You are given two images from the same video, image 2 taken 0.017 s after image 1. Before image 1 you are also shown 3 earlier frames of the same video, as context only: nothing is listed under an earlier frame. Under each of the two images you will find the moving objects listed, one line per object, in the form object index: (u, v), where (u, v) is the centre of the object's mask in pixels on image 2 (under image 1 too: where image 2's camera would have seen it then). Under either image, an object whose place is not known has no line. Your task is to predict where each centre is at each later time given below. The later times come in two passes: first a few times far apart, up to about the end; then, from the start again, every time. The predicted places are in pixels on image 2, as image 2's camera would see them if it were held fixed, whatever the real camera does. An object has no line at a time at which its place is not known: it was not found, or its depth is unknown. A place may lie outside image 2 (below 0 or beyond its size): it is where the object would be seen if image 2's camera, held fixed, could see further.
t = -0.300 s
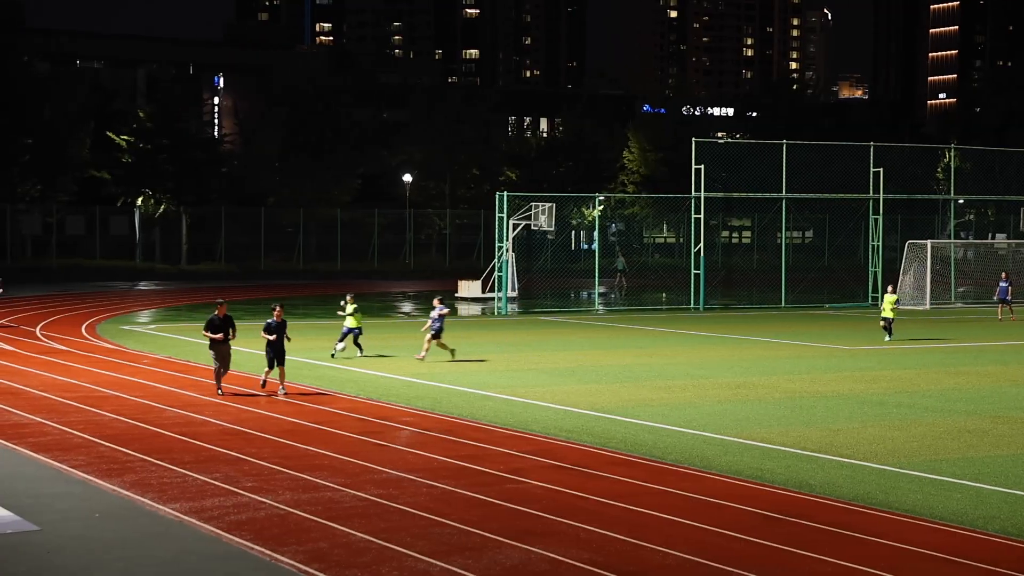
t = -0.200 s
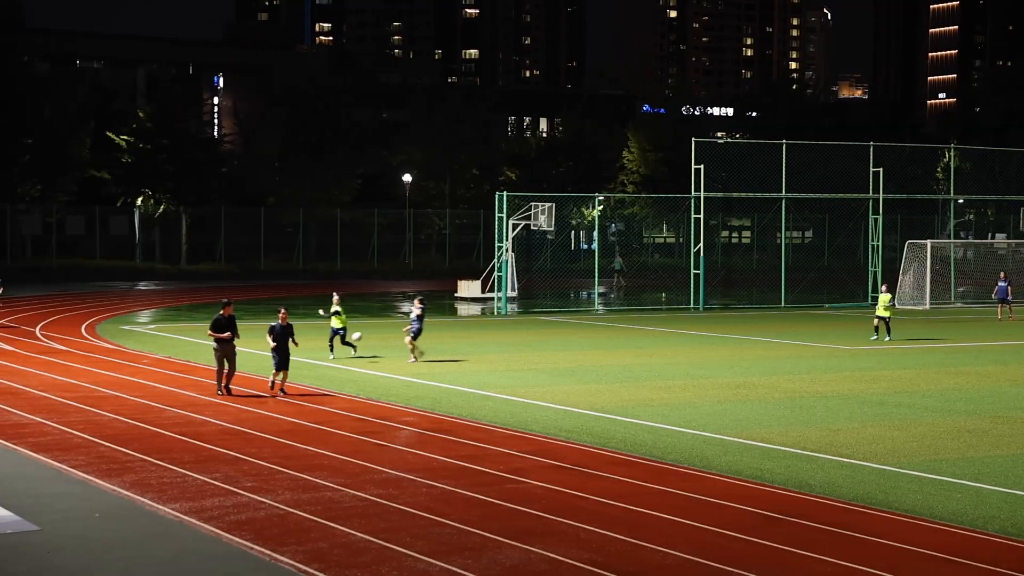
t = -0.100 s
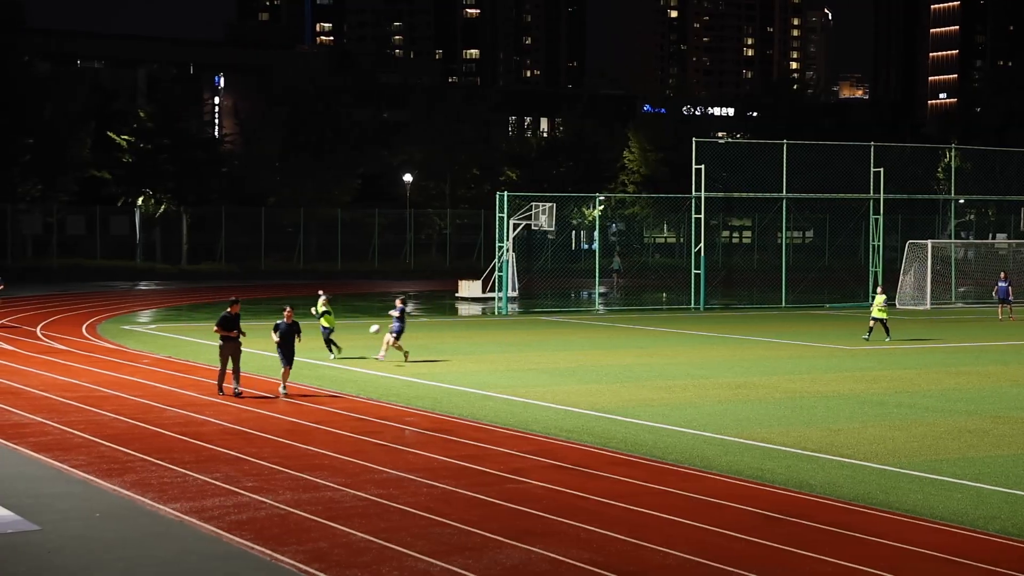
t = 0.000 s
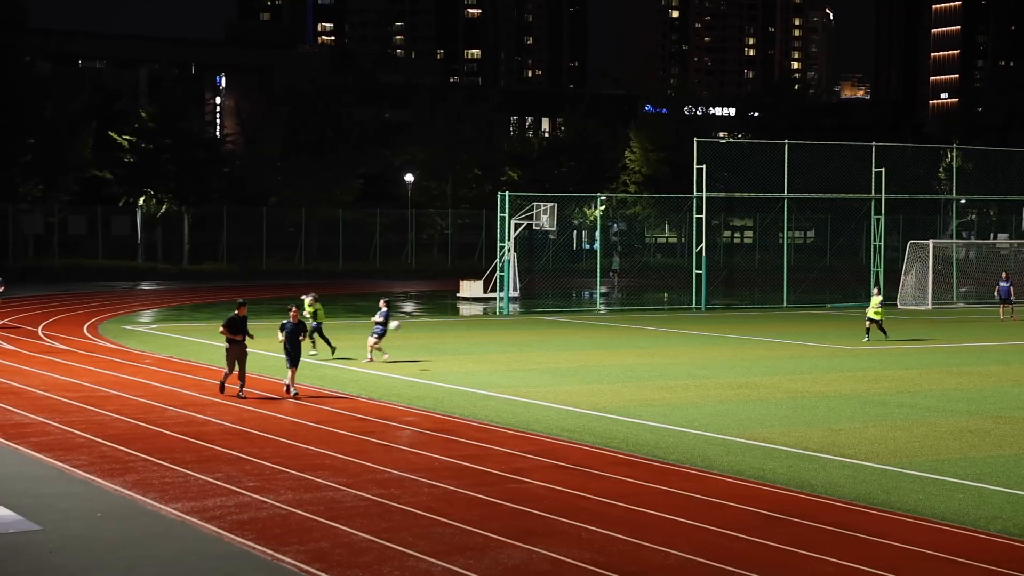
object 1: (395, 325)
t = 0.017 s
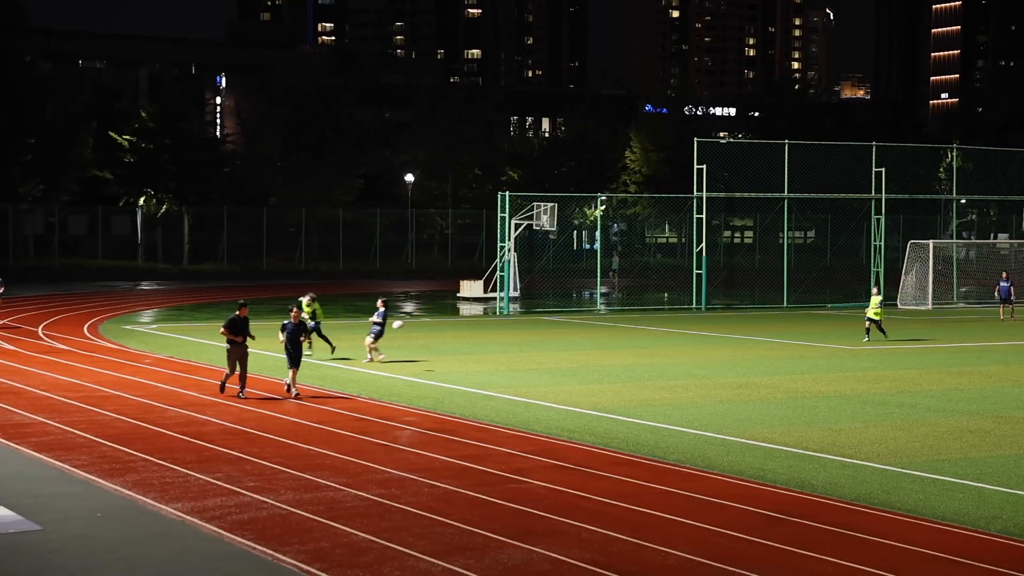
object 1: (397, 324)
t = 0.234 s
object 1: (441, 331)
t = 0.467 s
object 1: (496, 362)
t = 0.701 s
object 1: (553, 380)
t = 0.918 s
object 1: (603, 370)
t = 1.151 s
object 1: (664, 388)
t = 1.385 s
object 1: (723, 411)
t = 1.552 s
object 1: (753, 405)
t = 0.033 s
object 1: (400, 324)
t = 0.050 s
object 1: (403, 324)
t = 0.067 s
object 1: (407, 324)
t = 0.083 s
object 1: (410, 325)
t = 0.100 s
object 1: (414, 325)
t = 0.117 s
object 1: (417, 325)
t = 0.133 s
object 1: (420, 326)
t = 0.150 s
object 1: (424, 327)
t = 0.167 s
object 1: (427, 327)
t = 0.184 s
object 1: (431, 328)
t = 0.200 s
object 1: (435, 329)
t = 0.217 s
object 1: (438, 330)
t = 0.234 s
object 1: (441, 331)
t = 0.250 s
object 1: (445, 333)
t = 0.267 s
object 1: (449, 334)
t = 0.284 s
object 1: (453, 336)
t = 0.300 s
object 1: (457, 338)
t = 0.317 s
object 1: (460, 339)
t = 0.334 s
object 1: (464, 341)
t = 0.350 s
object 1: (467, 344)
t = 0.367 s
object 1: (472, 346)
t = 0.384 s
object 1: (476, 348)
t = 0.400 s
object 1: (480, 350)
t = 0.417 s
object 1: (484, 353)
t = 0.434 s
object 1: (488, 355)
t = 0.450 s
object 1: (492, 358)
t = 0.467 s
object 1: (496, 362)
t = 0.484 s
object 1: (500, 365)
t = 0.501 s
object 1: (505, 368)
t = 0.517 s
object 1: (509, 371)
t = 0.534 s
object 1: (513, 375)
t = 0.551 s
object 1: (517, 378)
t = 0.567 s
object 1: (522, 382)
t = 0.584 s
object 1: (527, 386)
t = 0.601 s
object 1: (532, 390)
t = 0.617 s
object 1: (535, 390)
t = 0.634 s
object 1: (538, 387)
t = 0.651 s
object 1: (542, 385)
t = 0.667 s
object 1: (546, 383)
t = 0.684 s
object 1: (549, 381)
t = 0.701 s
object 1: (553, 380)
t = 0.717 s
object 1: (557, 378)
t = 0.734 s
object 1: (561, 377)
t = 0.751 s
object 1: (564, 375)
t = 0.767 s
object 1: (568, 374)
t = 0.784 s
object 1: (572, 373)
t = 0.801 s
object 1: (576, 372)
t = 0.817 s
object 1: (580, 372)
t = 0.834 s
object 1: (583, 371)
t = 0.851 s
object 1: (588, 371)
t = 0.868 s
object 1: (592, 370)
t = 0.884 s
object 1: (595, 370)
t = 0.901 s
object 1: (600, 370)
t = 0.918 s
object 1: (603, 370)
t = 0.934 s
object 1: (608, 370)
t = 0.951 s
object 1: (612, 371)
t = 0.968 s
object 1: (616, 371)
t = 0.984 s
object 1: (620, 372)
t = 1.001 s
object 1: (624, 373)
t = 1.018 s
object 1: (628, 374)
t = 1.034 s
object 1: (633, 375)
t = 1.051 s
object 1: (637, 377)
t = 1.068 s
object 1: (642, 378)
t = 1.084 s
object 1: (646, 380)
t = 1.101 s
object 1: (651, 382)
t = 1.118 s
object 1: (655, 383)
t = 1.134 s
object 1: (659, 386)
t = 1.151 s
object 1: (664, 388)
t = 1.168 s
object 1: (668, 391)
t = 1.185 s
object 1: (673, 393)
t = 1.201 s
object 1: (677, 396)
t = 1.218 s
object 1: (682, 399)
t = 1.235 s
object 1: (687, 402)
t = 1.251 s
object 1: (691, 405)
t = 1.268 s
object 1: (696, 409)
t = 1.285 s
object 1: (701, 413)
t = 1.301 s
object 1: (705, 417)
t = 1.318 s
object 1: (710, 417)
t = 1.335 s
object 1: (713, 416)
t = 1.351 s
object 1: (716, 414)
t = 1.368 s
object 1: (720, 412)
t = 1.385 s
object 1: (723, 411)
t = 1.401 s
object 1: (727, 410)
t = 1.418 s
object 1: (729, 408)
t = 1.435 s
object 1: (733, 407)
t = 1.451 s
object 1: (736, 407)
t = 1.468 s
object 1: (738, 406)
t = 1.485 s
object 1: (742, 406)
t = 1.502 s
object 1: (745, 405)
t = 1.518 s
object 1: (748, 405)
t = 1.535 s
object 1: (750, 405)
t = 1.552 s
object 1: (753, 405)
